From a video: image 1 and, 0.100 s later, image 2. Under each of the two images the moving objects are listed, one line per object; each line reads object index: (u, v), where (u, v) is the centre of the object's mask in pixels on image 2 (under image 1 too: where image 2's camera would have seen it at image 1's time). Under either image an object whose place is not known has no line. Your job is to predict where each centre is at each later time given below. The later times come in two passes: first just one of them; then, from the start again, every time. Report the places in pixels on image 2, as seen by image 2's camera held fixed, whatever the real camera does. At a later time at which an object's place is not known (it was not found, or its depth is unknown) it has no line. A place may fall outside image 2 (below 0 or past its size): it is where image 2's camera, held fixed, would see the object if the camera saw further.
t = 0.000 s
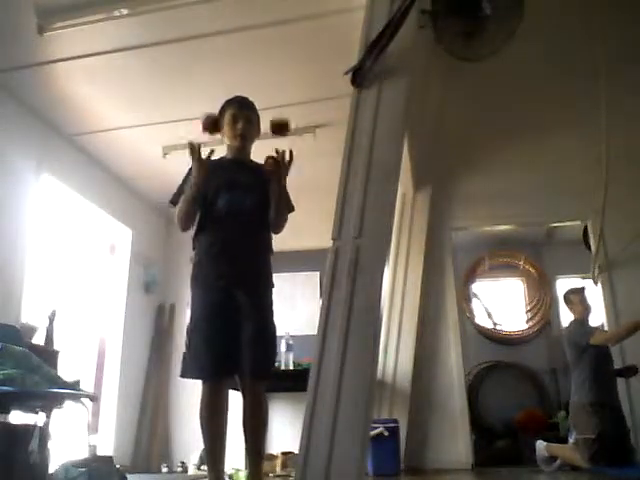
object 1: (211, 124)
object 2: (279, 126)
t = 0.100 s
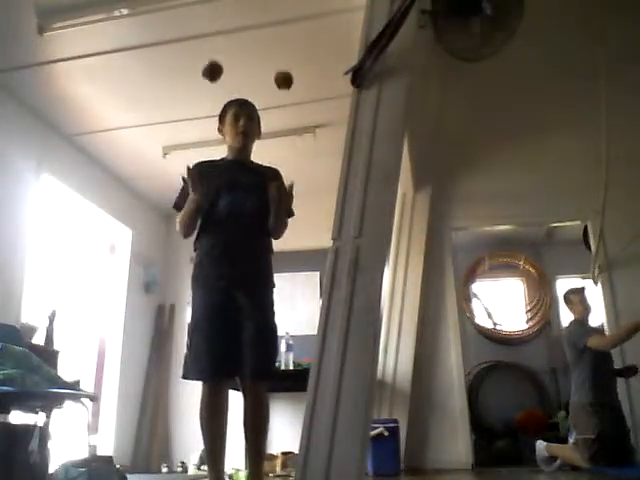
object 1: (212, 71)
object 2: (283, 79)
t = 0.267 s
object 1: (213, 33)
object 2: (291, 53)
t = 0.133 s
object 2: (284, 69)
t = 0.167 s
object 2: (284, 62)
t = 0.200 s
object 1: (213, 35)
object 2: (288, 54)
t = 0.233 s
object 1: (213, 33)
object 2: (291, 53)
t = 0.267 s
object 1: (213, 33)
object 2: (291, 53)
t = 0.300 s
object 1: (213, 32)
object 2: (292, 56)
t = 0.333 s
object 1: (213, 34)
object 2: (294, 60)
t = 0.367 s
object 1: (213, 39)
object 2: (295, 67)
